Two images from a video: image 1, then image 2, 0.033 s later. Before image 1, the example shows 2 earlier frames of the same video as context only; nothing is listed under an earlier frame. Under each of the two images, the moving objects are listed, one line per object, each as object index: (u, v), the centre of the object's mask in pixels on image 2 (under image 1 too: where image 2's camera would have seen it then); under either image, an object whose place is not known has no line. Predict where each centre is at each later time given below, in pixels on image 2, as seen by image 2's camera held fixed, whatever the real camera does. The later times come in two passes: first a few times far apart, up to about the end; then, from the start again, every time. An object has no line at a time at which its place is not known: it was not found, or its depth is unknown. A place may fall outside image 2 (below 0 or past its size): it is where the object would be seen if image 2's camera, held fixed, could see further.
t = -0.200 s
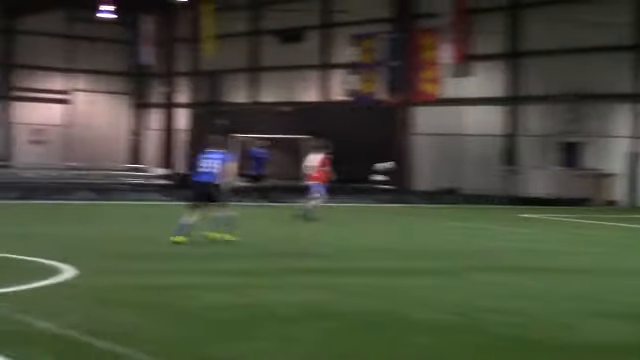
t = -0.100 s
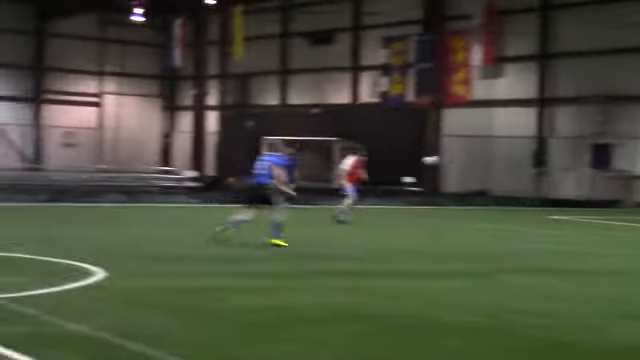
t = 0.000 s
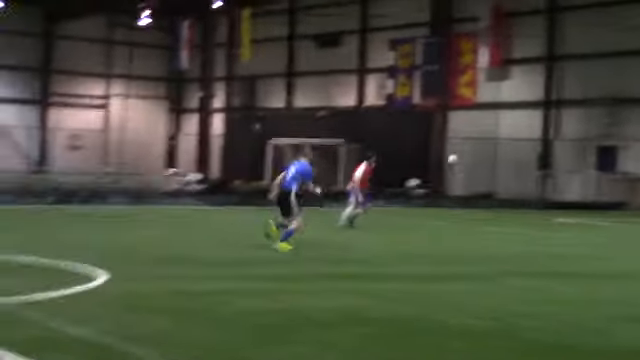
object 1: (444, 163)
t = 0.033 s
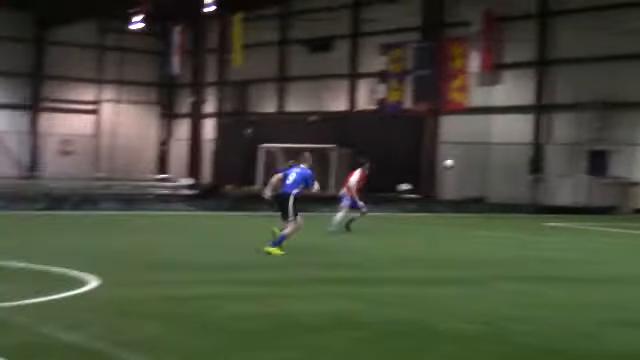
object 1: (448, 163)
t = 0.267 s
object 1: (485, 174)
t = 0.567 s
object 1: (525, 222)
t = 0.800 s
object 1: (529, 203)
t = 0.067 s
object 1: (453, 164)
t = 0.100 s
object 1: (459, 164)
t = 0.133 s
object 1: (463, 165)
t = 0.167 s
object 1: (470, 167)
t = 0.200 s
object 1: (475, 169)
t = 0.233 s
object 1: (479, 172)
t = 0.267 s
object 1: (485, 174)
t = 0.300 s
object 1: (489, 179)
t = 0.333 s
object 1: (494, 183)
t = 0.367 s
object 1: (498, 187)
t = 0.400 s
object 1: (503, 192)
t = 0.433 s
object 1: (508, 197)
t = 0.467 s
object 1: (513, 203)
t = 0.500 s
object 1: (517, 209)
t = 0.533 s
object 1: (522, 215)
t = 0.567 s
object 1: (525, 222)
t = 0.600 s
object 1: (527, 225)
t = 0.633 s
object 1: (528, 221)
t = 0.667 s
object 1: (528, 217)
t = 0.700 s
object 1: (529, 213)
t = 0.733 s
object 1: (529, 209)
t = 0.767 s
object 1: (529, 206)
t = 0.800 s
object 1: (529, 203)
